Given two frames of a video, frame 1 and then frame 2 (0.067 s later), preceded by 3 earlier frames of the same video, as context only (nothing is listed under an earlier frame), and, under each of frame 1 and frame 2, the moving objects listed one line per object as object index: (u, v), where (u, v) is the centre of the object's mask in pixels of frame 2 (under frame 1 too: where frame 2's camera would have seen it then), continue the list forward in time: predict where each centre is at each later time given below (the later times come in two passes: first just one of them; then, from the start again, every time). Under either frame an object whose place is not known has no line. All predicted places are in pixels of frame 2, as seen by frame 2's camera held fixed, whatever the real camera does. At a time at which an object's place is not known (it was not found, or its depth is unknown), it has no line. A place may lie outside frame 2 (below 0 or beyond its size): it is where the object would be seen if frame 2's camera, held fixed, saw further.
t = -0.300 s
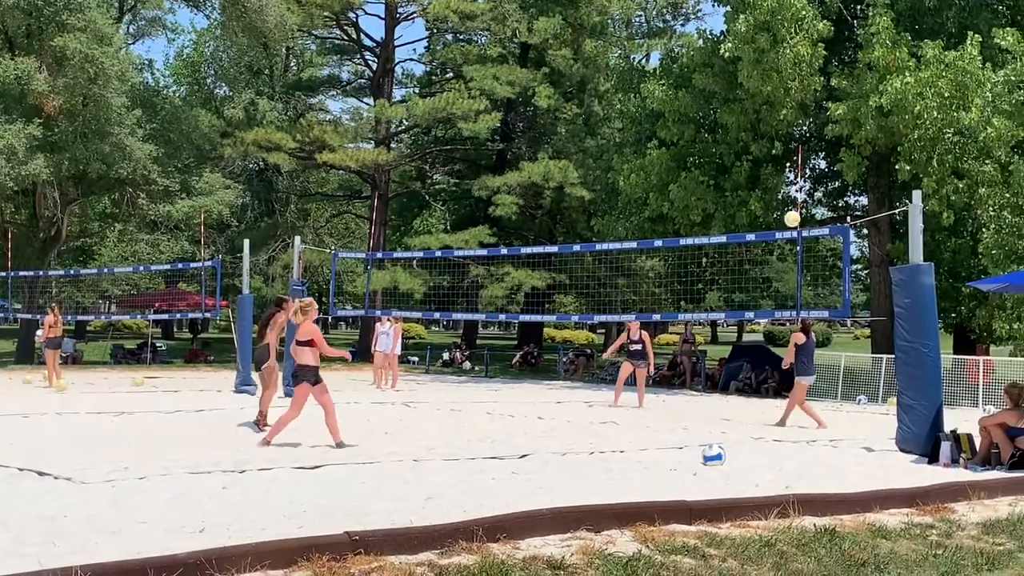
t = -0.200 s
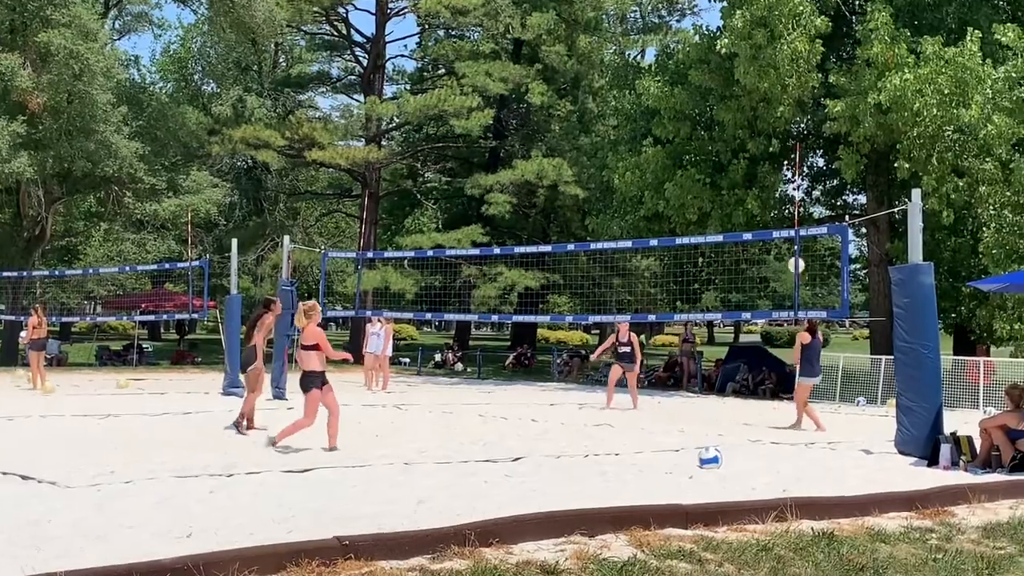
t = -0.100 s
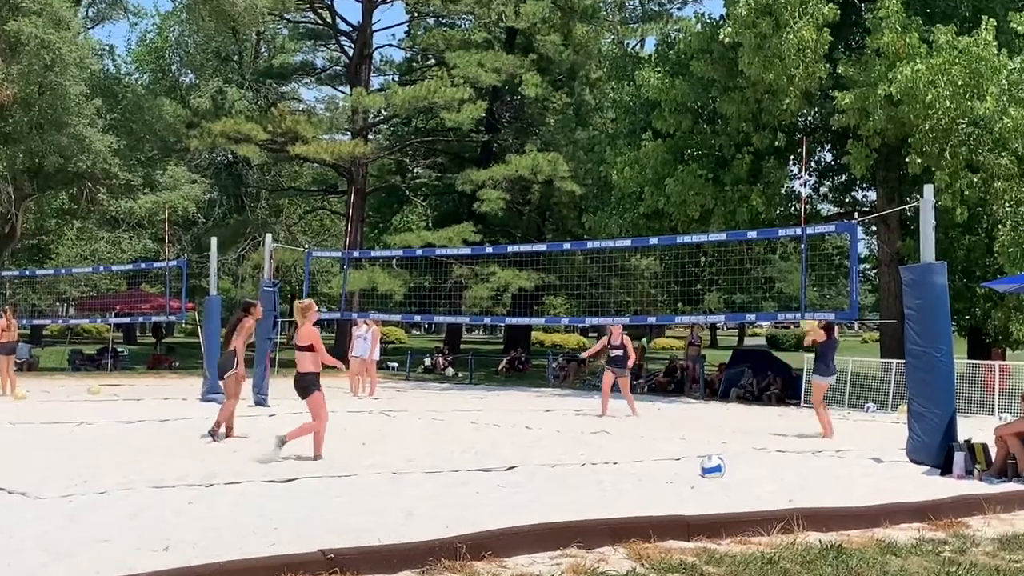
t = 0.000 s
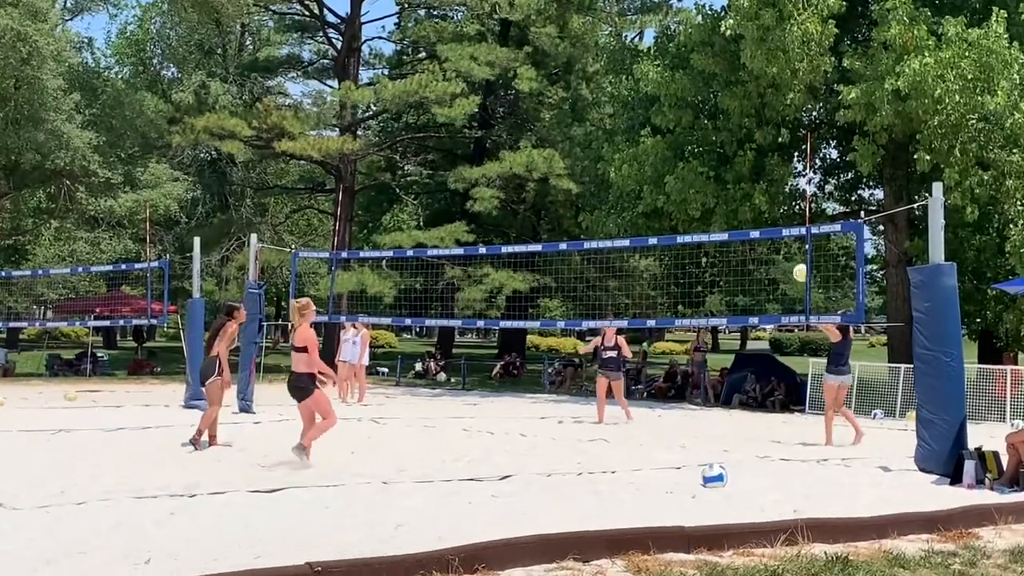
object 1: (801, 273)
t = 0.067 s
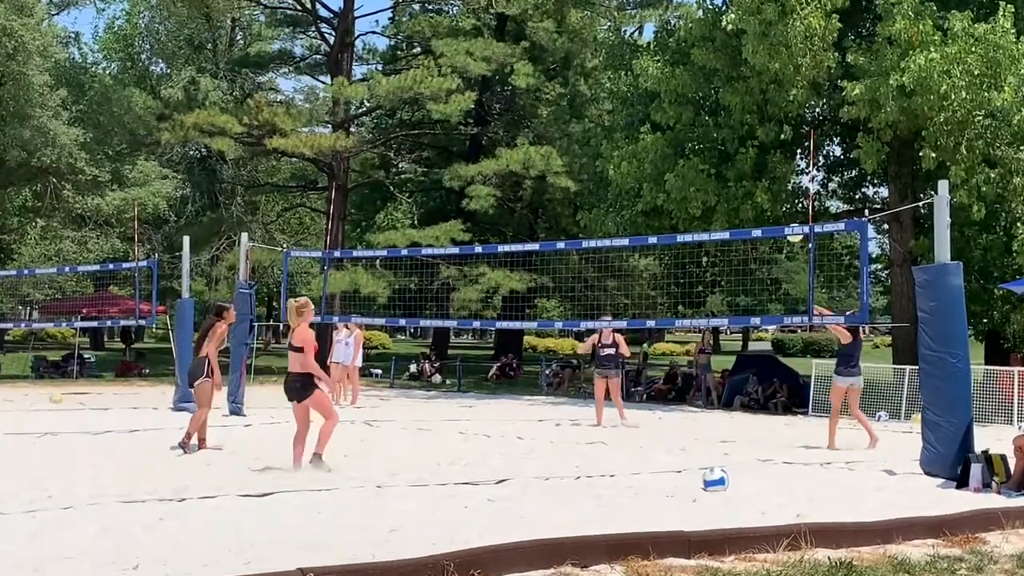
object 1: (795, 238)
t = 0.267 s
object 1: (769, 135)
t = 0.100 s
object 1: (790, 214)
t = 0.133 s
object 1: (785, 197)
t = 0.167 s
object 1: (783, 178)
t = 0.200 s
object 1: (779, 163)
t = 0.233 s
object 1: (774, 148)
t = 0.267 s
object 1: (769, 135)
